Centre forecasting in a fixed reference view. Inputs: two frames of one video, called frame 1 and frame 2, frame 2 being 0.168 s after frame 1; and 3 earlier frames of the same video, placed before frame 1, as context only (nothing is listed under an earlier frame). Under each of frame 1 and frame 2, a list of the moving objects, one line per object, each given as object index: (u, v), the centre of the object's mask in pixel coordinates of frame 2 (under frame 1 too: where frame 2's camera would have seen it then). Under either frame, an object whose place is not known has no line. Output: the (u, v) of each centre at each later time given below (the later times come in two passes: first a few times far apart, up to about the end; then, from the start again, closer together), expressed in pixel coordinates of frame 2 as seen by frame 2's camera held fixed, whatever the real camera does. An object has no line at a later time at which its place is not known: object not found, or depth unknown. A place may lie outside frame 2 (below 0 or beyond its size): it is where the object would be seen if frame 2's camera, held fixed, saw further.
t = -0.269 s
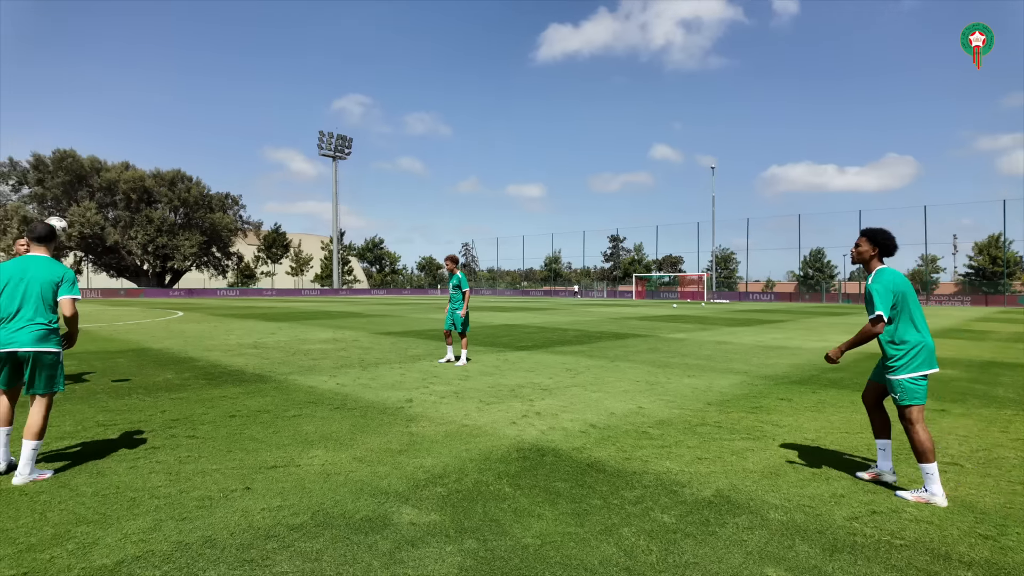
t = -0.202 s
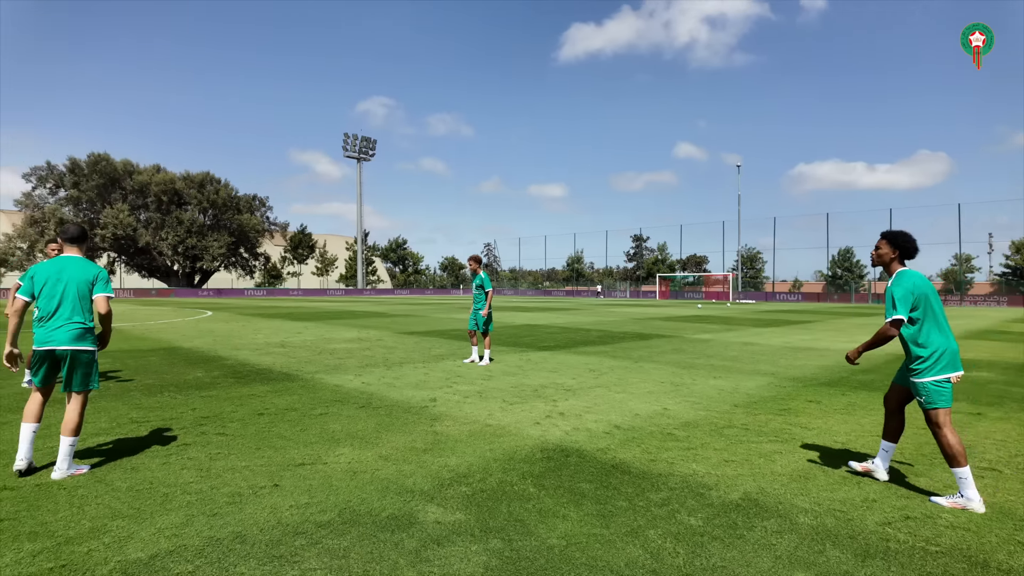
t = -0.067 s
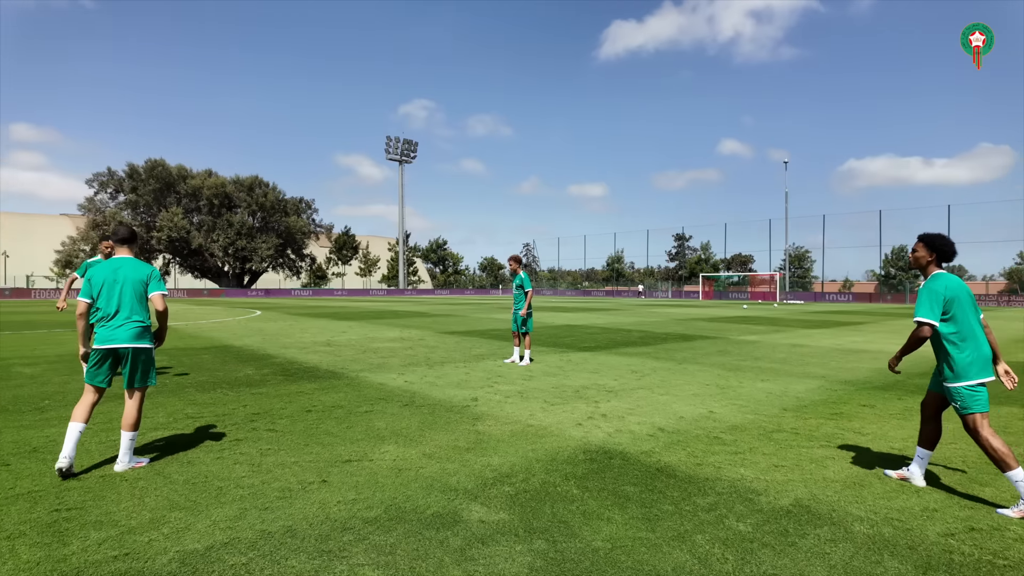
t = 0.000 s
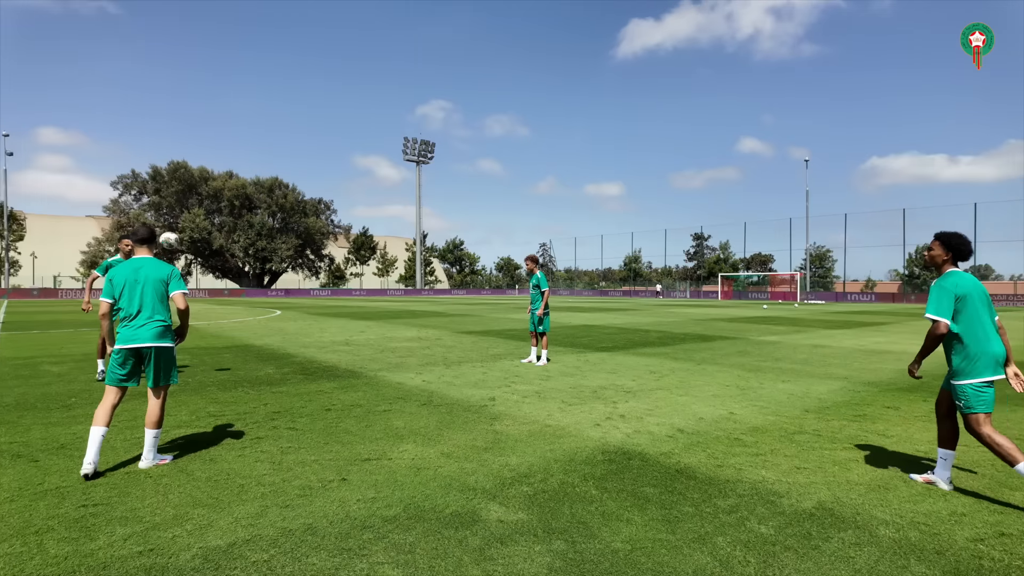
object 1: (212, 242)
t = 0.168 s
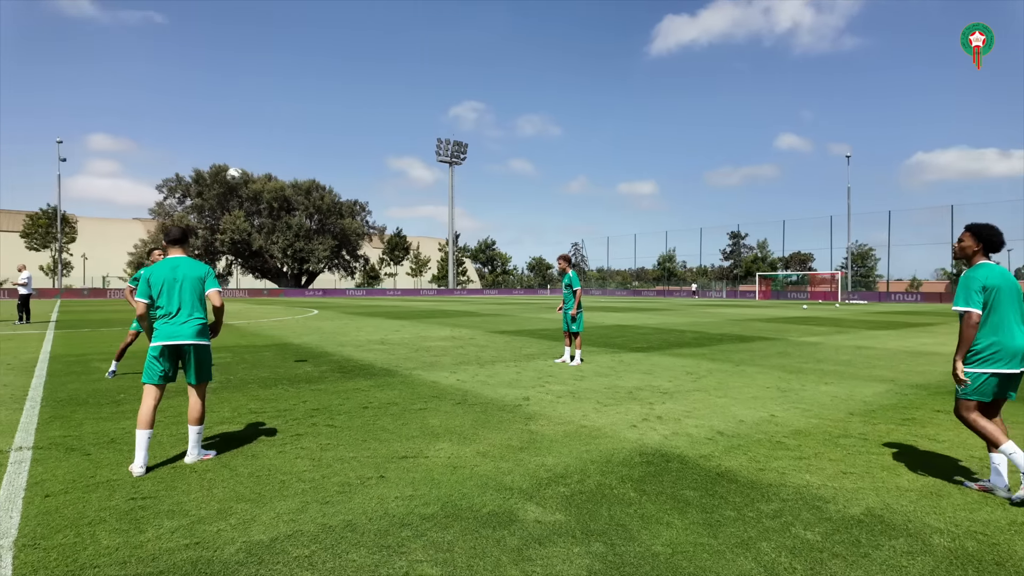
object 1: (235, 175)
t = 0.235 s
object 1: (244, 156)
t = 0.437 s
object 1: (272, 116)
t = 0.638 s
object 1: (299, 106)
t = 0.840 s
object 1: (322, 123)
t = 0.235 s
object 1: (244, 156)
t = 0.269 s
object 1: (249, 147)
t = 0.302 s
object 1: (253, 139)
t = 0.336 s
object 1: (258, 132)
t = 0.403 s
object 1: (267, 121)
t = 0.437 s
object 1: (272, 116)
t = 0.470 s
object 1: (277, 112)
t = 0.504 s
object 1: (281, 109)
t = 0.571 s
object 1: (290, 106)
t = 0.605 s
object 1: (294, 105)
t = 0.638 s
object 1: (299, 106)
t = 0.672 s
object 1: (303, 106)
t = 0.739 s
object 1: (311, 111)
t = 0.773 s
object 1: (315, 114)
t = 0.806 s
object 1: (319, 118)
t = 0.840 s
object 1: (322, 123)
